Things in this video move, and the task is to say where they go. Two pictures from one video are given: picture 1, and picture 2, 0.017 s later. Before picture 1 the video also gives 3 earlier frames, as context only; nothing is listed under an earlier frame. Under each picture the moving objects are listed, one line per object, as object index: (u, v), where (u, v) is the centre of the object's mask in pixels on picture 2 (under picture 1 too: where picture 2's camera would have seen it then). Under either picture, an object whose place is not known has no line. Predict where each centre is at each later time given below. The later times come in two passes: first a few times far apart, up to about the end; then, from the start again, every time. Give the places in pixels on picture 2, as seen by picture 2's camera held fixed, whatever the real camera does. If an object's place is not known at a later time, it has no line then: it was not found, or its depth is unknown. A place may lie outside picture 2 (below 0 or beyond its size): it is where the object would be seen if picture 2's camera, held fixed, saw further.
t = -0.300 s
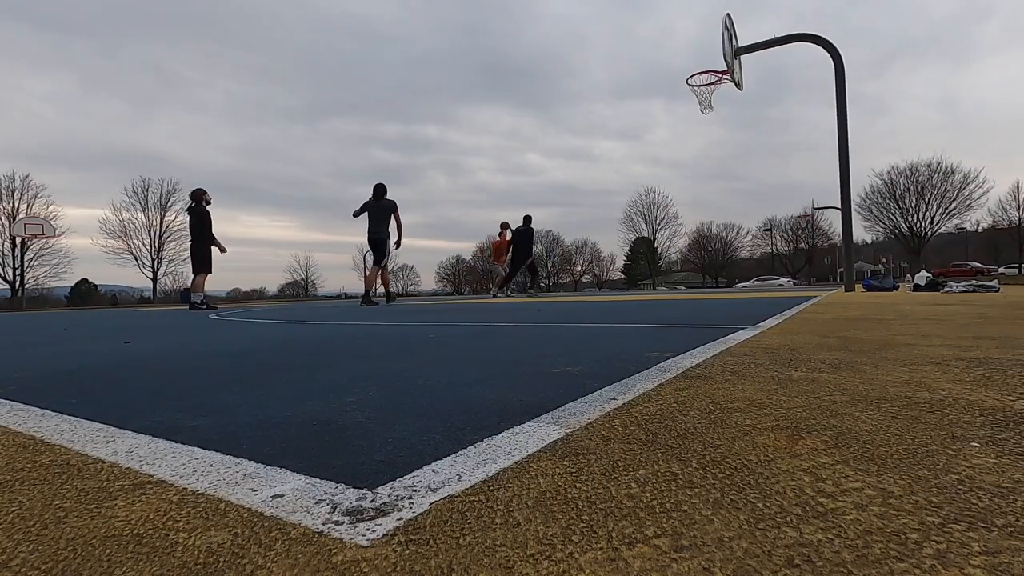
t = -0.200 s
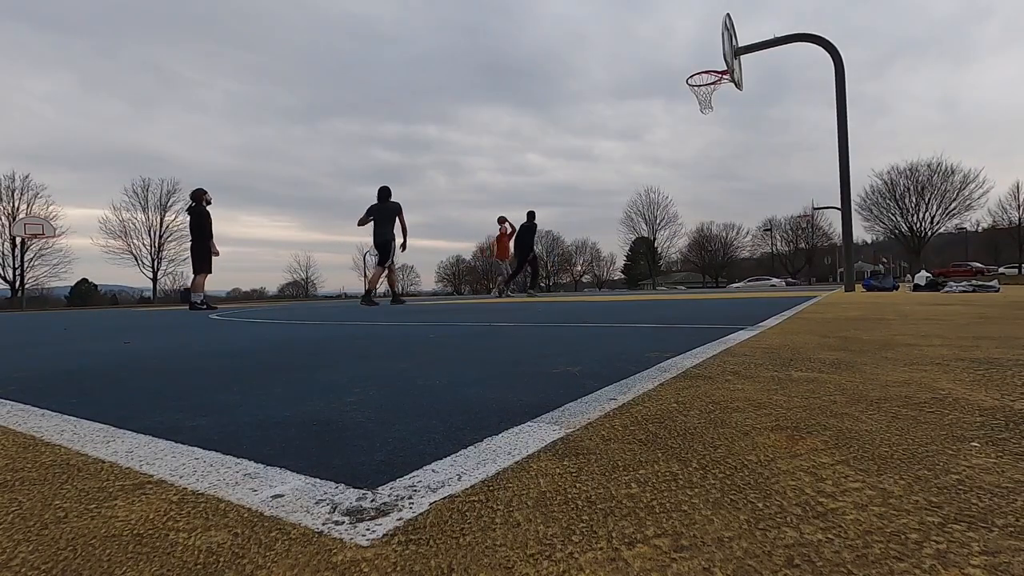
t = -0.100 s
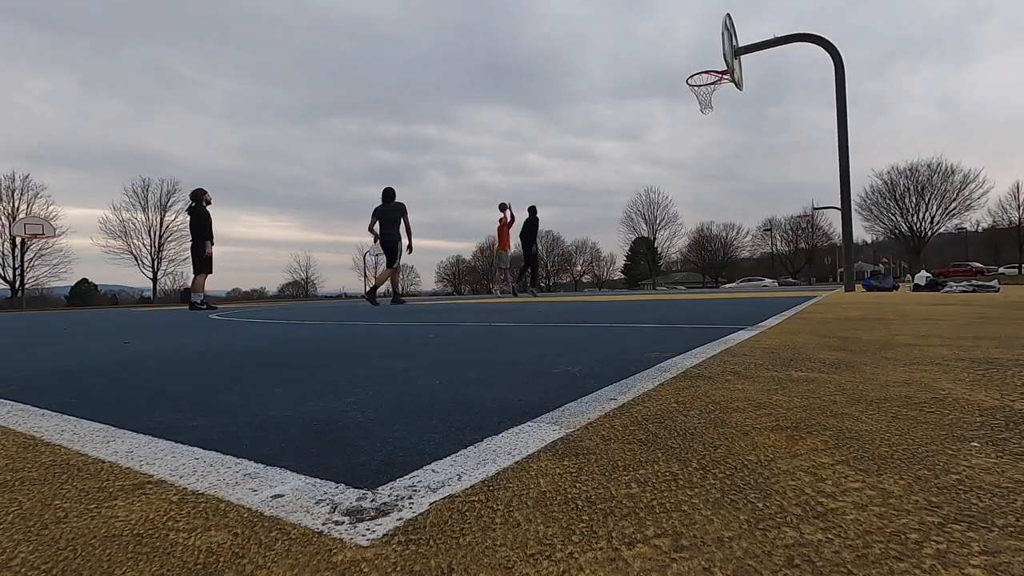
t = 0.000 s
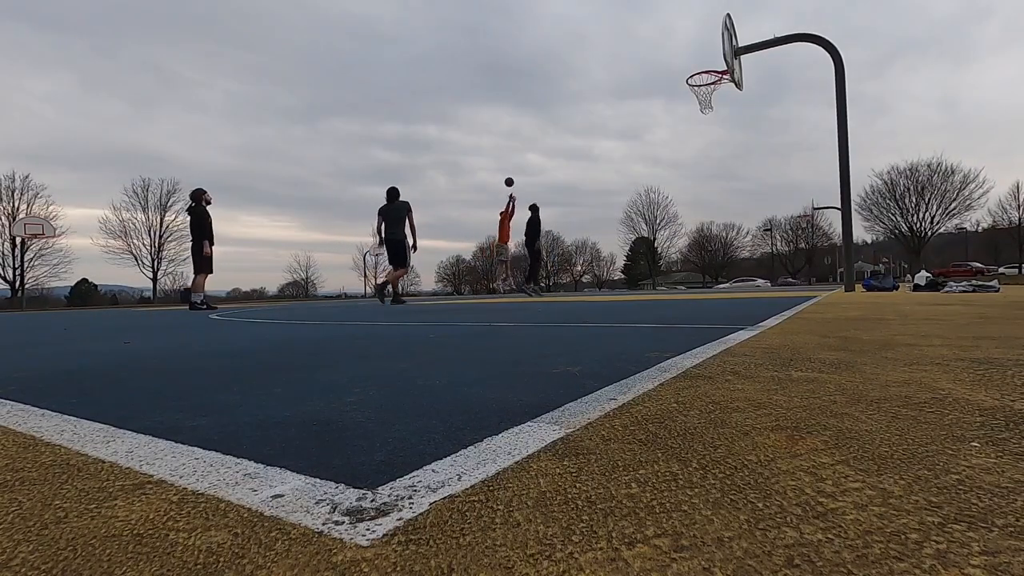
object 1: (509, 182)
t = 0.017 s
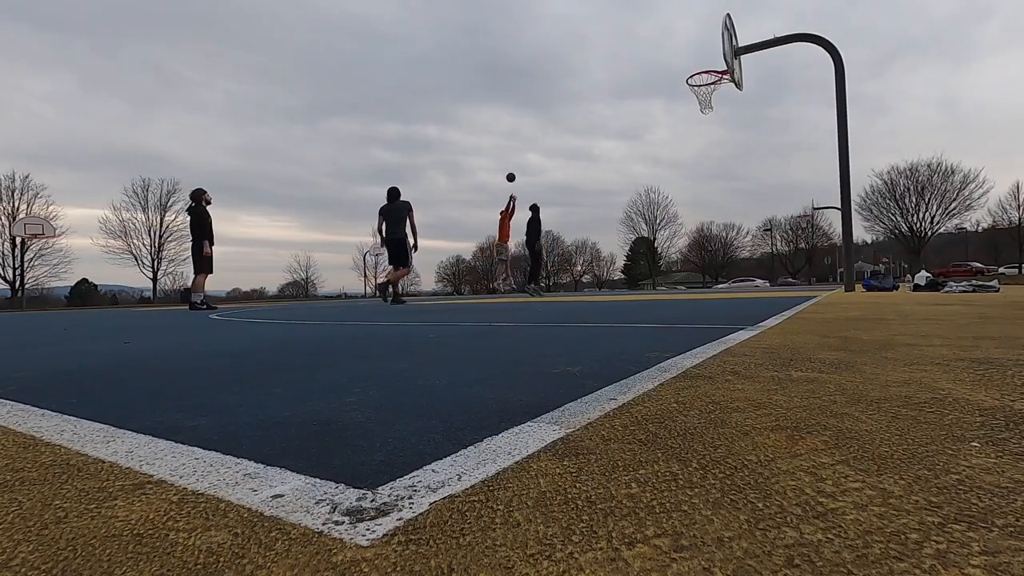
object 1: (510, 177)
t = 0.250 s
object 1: (535, 118)
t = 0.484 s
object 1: (566, 73)
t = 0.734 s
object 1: (608, 47)
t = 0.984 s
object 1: (665, 53)
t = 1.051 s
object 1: (684, 63)
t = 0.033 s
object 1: (512, 172)
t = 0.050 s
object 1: (514, 168)
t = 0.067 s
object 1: (515, 164)
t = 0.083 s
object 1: (517, 159)
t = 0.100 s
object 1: (518, 155)
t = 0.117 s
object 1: (520, 150)
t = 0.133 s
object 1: (522, 146)
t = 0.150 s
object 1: (524, 142)
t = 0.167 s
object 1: (525, 138)
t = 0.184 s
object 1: (527, 134)
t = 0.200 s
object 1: (529, 130)
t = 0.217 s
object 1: (531, 126)
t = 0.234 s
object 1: (533, 122)
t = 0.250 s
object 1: (535, 118)
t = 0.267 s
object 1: (537, 114)
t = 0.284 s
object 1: (539, 111)
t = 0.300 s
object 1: (541, 107)
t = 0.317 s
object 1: (543, 104)
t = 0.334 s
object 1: (545, 100)
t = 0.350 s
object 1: (547, 97)
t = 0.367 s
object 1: (549, 94)
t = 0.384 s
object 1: (552, 91)
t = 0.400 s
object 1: (554, 88)
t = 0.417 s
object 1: (556, 84)
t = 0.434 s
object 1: (558, 82)
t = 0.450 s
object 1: (561, 79)
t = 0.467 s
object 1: (563, 76)
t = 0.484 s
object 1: (566, 73)
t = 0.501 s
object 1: (568, 71)
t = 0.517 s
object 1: (570, 68)
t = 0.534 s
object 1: (573, 66)
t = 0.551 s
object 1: (576, 64)
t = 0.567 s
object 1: (579, 62)
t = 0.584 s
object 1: (581, 60)
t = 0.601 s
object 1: (584, 58)
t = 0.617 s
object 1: (587, 56)
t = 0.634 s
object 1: (590, 54)
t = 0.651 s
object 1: (593, 53)
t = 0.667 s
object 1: (596, 51)
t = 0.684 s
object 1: (598, 50)
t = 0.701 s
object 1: (602, 49)
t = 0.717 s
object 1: (605, 48)
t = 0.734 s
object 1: (608, 47)
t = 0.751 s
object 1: (611, 46)
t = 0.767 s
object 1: (614, 45)
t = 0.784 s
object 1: (618, 45)
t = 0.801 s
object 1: (622, 45)
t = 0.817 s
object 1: (625, 44)
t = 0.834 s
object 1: (629, 45)
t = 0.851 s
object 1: (632, 45)
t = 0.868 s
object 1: (636, 45)
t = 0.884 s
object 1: (640, 46)
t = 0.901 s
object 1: (644, 47)
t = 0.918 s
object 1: (648, 47)
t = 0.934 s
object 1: (652, 48)
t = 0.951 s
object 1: (656, 50)
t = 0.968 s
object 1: (661, 51)
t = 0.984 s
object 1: (665, 53)
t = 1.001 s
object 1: (669, 55)
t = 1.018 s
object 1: (674, 57)
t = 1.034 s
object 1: (679, 60)
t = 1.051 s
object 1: (684, 63)
